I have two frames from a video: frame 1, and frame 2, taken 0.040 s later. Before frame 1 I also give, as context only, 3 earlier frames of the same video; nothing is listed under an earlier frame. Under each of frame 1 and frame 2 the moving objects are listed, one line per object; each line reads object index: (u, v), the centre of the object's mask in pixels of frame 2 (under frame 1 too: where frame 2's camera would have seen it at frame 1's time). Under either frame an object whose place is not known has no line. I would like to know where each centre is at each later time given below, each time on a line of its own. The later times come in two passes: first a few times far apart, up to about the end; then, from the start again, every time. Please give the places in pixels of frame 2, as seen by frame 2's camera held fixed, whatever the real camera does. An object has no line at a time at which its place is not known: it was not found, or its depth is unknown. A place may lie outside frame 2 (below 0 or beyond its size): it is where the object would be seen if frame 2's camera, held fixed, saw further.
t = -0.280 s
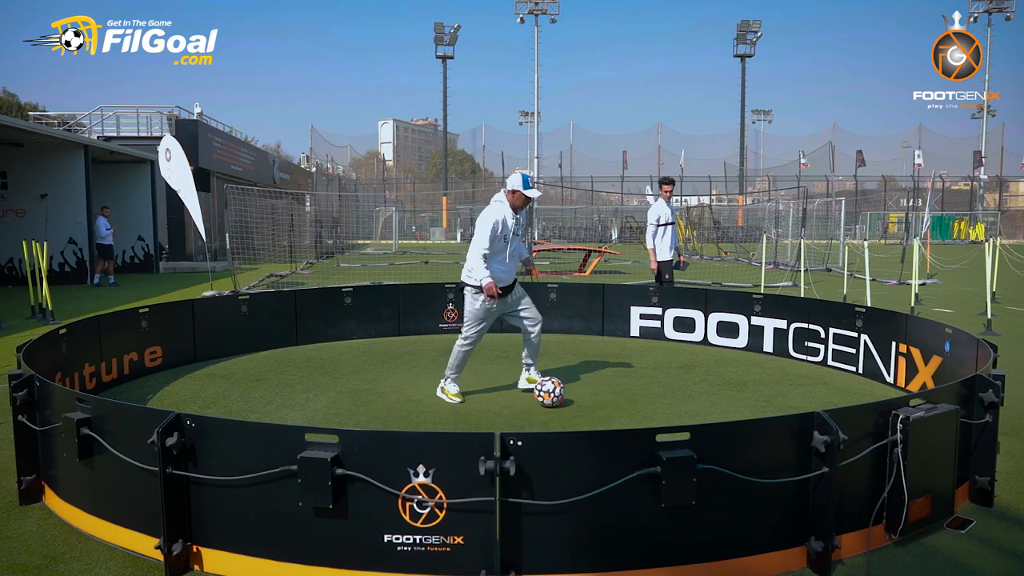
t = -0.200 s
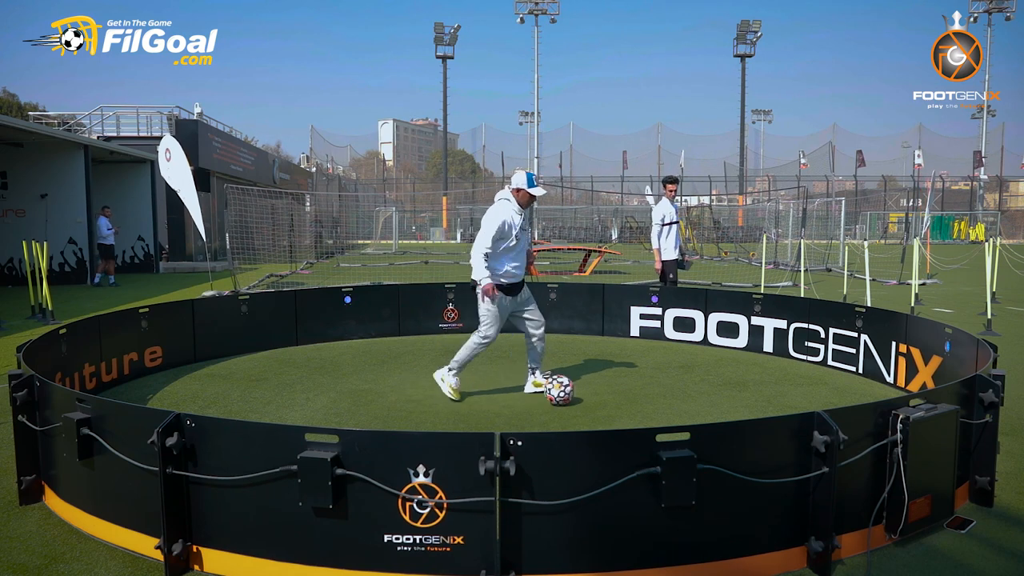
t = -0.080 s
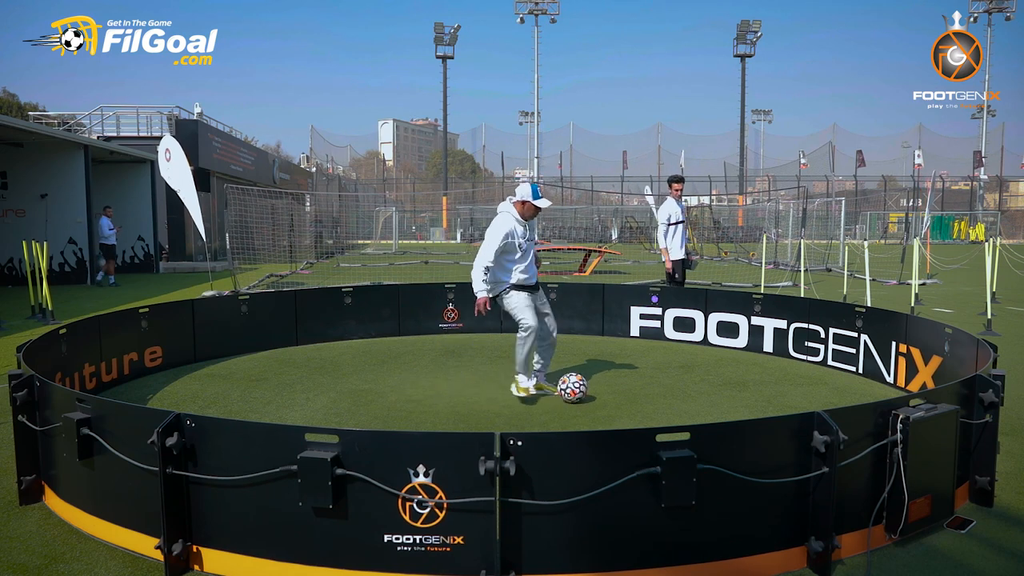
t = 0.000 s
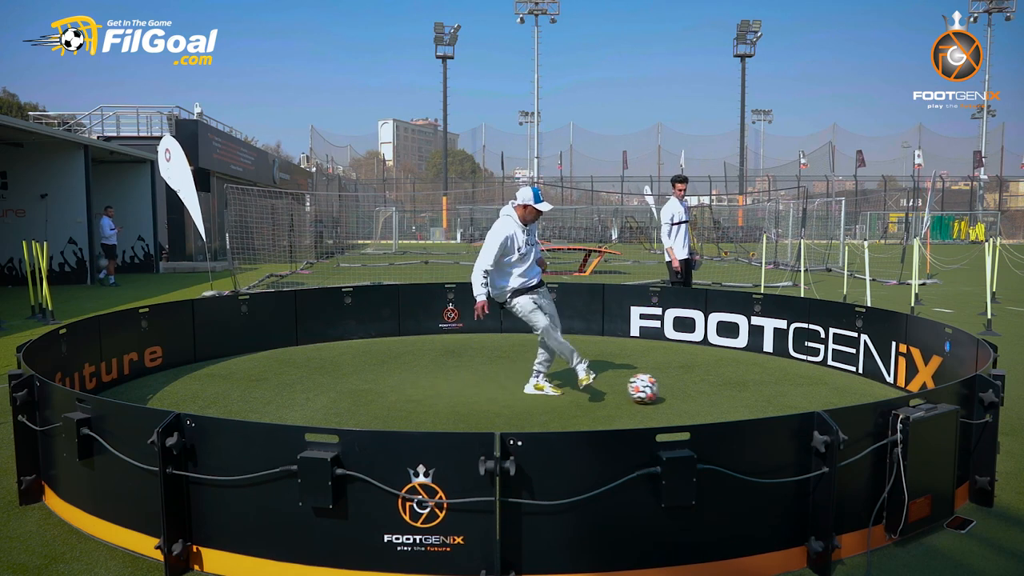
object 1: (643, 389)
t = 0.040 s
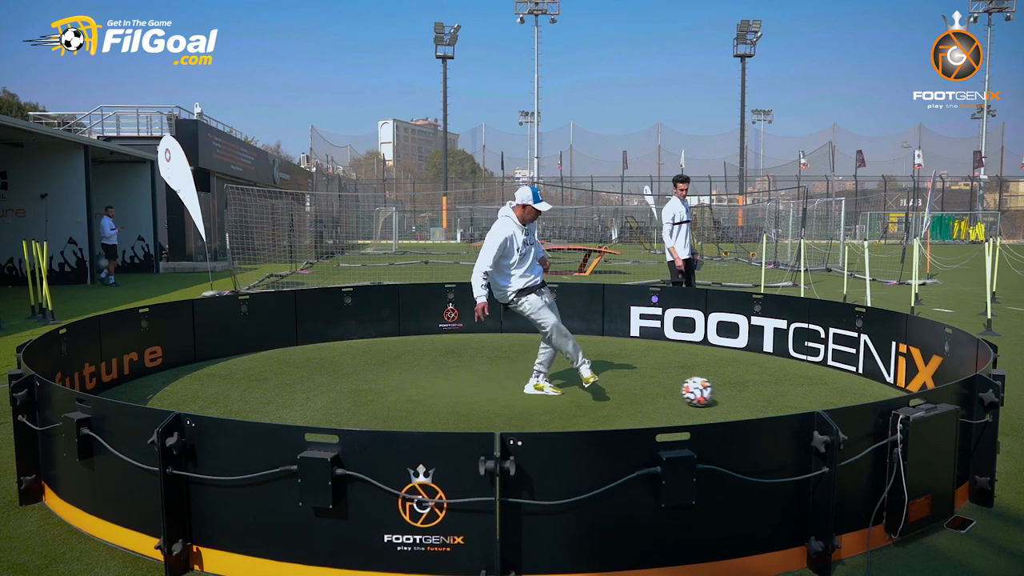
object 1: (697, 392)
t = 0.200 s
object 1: (899, 388)
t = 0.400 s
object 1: (790, 388)
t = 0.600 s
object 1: (673, 382)
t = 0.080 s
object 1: (750, 393)
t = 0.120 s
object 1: (801, 393)
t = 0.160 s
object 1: (851, 392)
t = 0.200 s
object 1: (899, 388)
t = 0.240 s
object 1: (919, 385)
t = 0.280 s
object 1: (886, 386)
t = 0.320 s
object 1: (852, 388)
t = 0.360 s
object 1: (819, 389)
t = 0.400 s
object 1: (790, 388)
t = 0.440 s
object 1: (764, 385)
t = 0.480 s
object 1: (739, 384)
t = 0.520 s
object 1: (714, 385)
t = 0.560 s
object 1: (692, 383)
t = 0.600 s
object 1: (673, 382)
